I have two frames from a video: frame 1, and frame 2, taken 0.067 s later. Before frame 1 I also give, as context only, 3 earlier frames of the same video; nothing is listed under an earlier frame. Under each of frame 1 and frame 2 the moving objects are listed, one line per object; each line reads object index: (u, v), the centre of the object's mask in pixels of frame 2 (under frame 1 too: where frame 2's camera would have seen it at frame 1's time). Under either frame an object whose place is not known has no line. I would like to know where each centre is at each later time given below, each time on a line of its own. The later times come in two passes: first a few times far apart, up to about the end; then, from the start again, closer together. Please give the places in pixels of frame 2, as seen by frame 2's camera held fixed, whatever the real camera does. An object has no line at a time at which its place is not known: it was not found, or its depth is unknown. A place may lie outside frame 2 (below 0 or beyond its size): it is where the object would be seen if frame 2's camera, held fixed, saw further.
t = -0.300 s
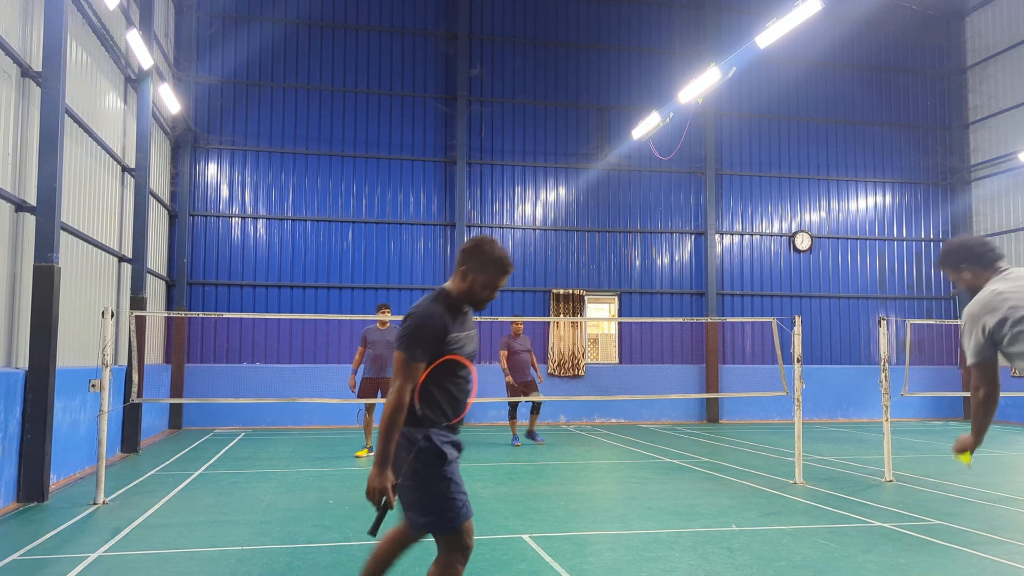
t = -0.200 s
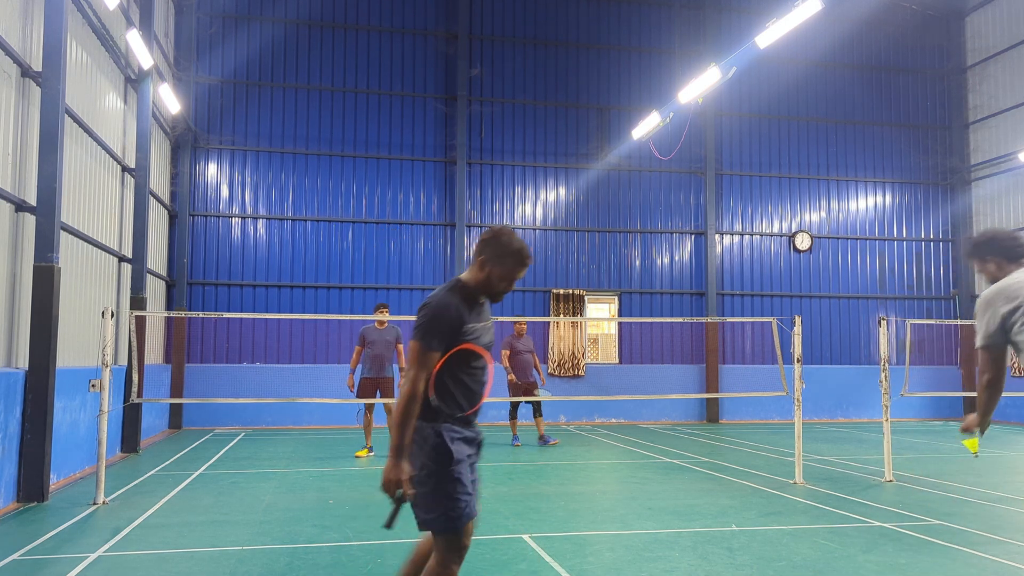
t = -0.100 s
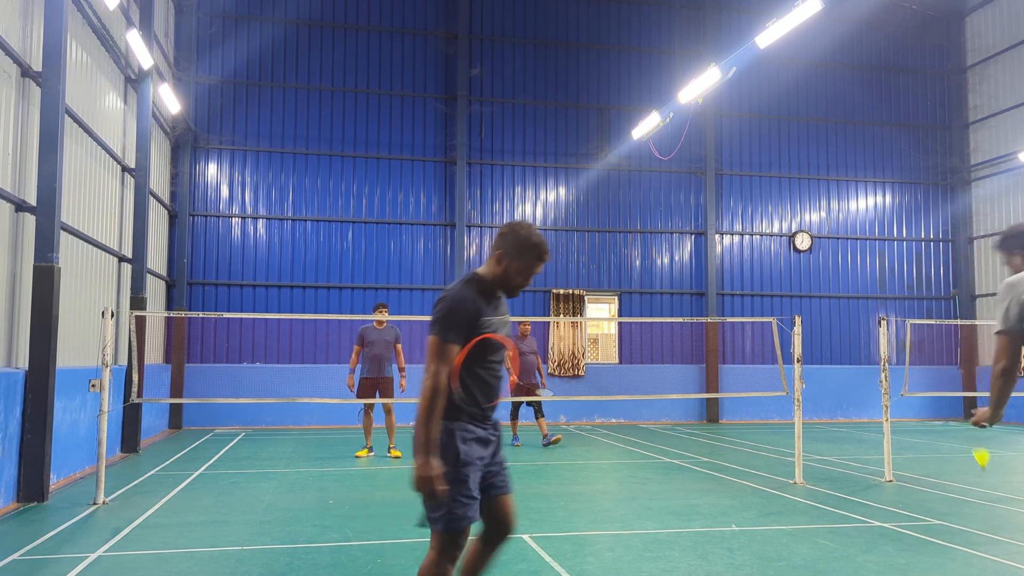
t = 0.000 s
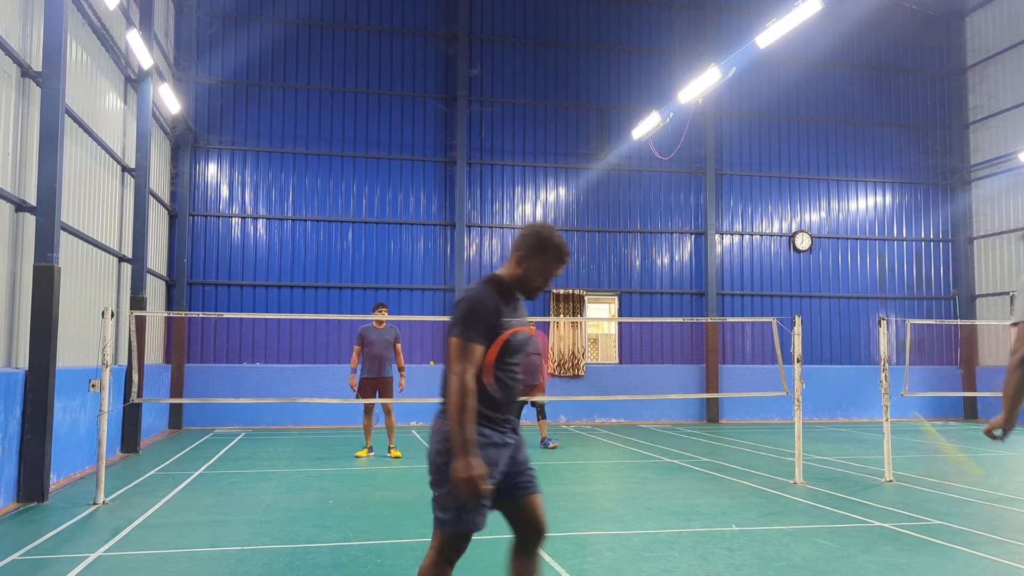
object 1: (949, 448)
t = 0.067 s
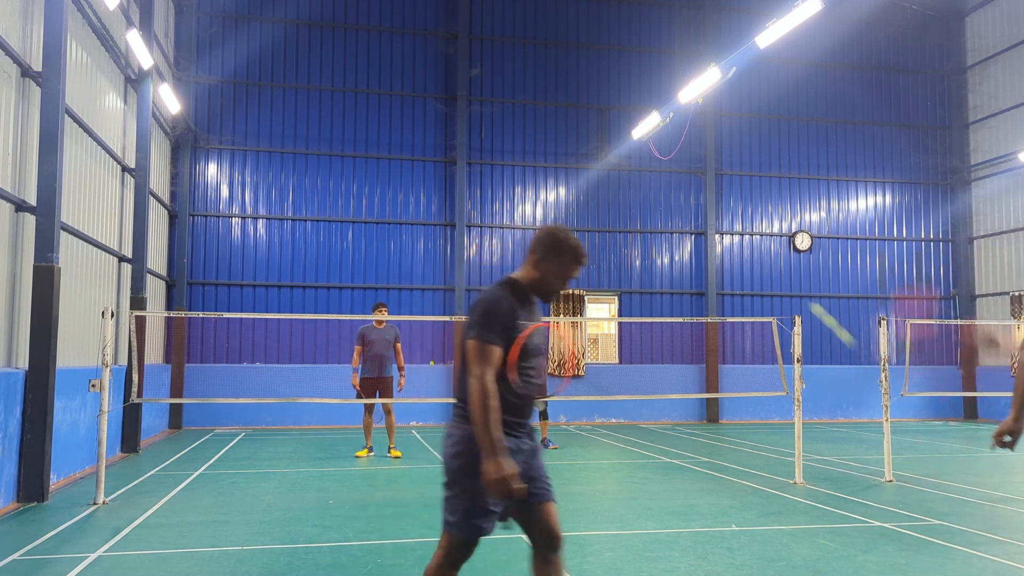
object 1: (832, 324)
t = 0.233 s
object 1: (692, 199)
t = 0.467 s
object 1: (605, 160)
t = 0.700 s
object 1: (557, 184)
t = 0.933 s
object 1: (525, 246)
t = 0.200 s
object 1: (711, 214)
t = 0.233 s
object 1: (692, 199)
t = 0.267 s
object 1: (675, 187)
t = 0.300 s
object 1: (660, 178)
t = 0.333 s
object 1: (647, 171)
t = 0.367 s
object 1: (635, 166)
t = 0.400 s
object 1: (624, 163)
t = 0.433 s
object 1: (614, 161)
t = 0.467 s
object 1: (605, 160)
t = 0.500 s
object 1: (597, 161)
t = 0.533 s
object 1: (589, 162)
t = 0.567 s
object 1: (582, 165)
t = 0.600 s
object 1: (575, 169)
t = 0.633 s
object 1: (568, 173)
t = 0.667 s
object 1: (562, 178)
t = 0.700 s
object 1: (557, 184)
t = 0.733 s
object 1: (552, 191)
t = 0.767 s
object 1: (546, 199)
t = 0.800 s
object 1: (542, 207)
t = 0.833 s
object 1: (537, 218)
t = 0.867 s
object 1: (533, 226)
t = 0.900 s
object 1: (529, 235)
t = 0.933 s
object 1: (525, 246)
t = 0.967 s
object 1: (521, 258)
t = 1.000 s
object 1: (519, 268)
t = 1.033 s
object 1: (515, 280)
